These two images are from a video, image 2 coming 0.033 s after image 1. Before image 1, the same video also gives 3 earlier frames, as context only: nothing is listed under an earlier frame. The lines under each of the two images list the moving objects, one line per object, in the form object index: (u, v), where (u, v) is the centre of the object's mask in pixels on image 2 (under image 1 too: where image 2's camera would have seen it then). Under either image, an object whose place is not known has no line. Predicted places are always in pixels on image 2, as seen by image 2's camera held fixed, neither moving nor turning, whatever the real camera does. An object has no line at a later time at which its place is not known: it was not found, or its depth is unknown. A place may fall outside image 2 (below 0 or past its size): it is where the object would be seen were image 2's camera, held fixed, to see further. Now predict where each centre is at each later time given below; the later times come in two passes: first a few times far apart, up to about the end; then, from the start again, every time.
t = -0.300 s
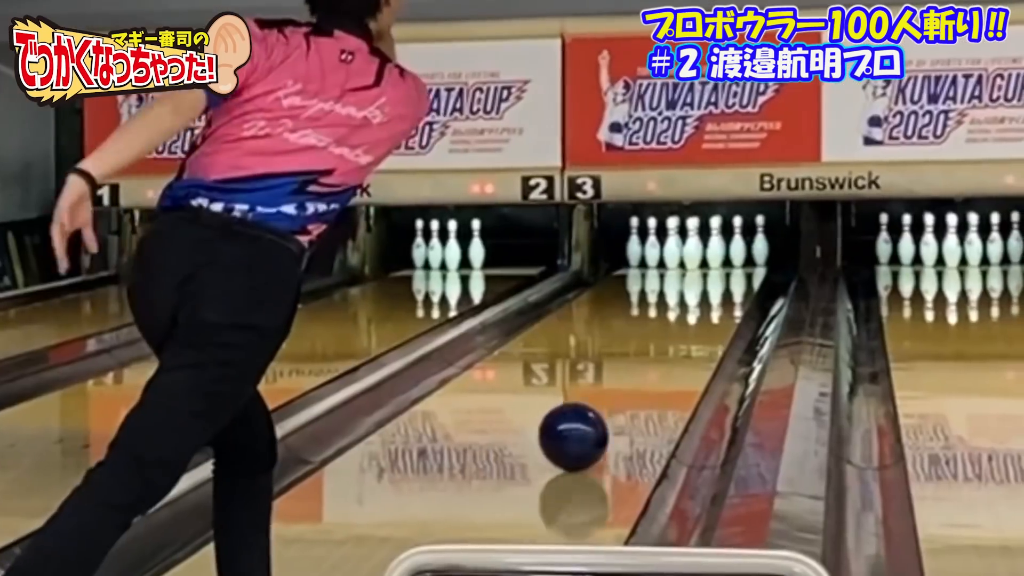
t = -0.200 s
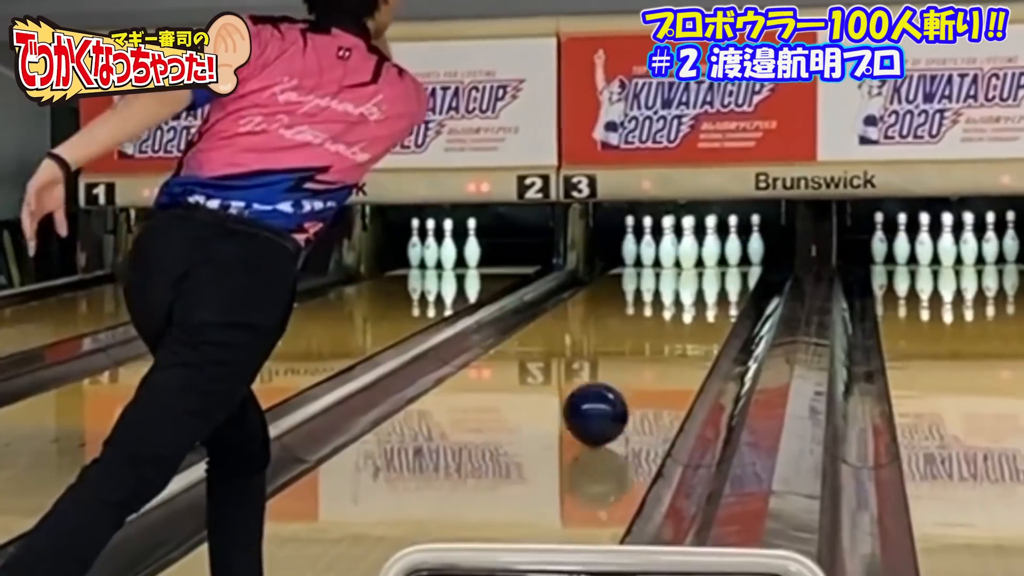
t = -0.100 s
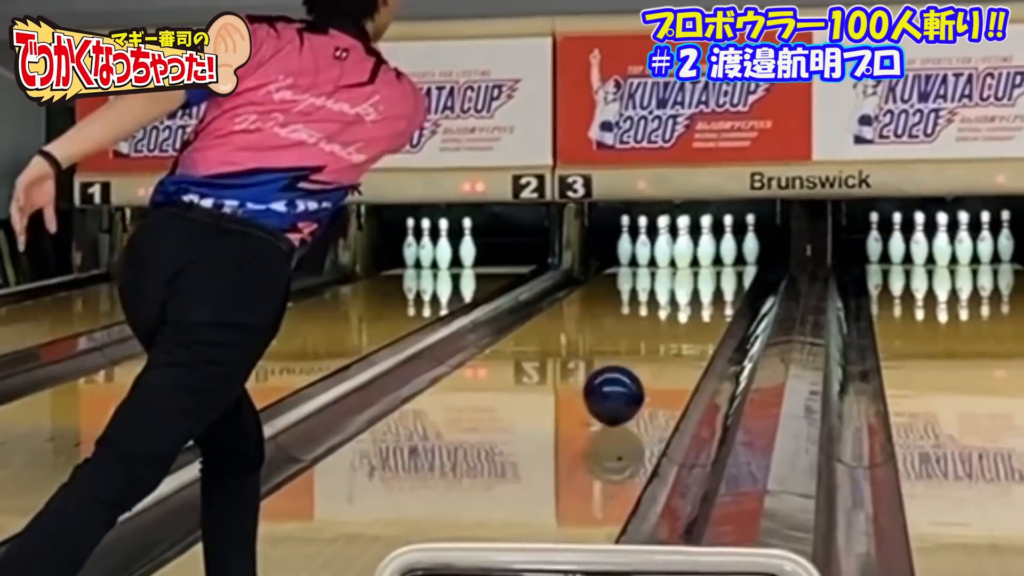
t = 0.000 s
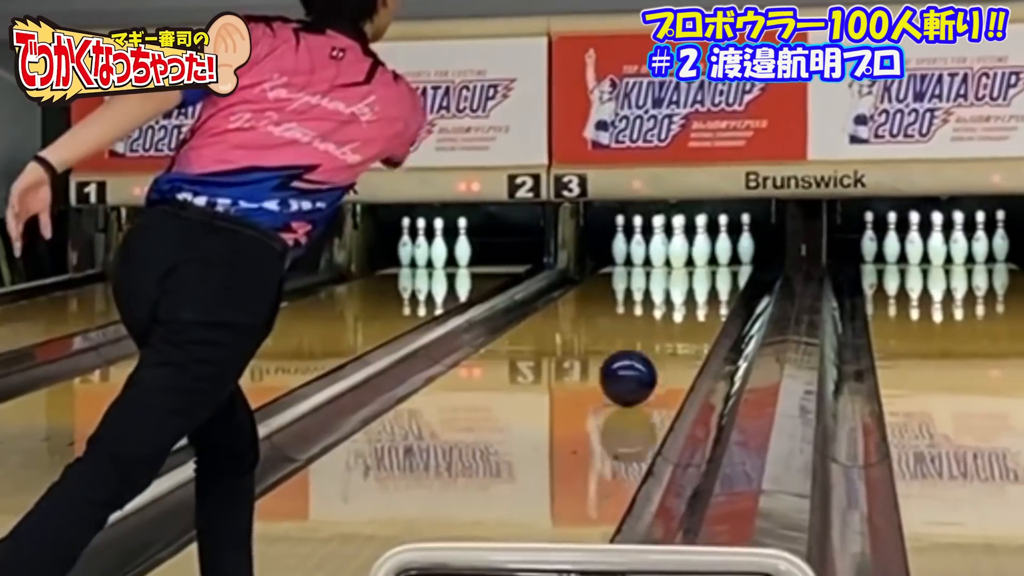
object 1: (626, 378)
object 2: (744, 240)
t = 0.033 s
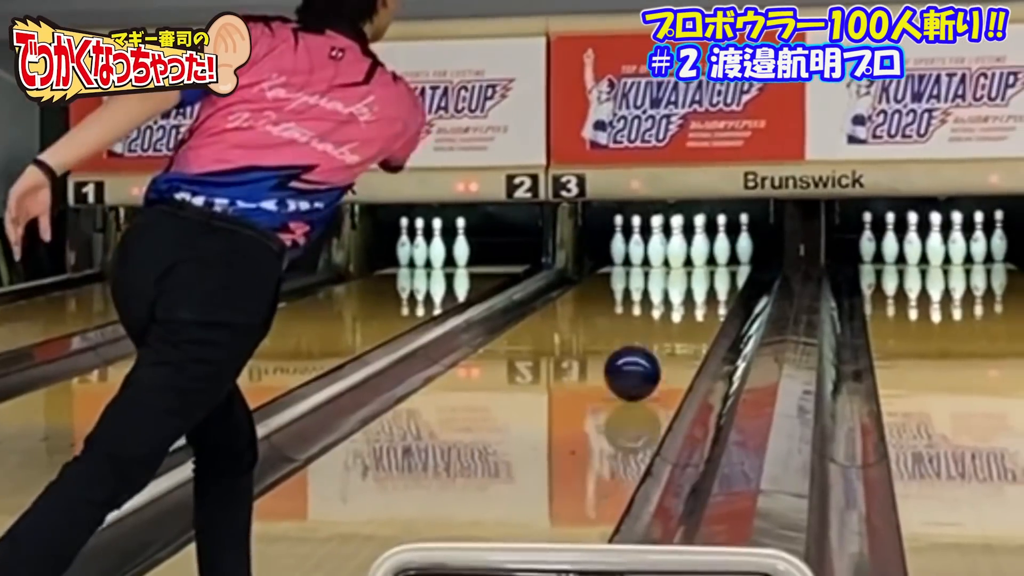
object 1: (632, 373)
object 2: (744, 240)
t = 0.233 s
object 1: (662, 346)
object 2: (744, 241)
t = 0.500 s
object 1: (689, 319)
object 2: (744, 240)
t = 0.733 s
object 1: (704, 300)
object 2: (744, 240)
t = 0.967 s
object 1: (711, 285)
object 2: (744, 240)
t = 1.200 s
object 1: (711, 272)
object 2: (744, 240)
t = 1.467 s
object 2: (744, 240)
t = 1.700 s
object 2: (744, 239)
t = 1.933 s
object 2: (733, 241)
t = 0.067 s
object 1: (638, 368)
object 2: (744, 241)
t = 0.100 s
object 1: (643, 363)
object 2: (744, 240)
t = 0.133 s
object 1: (648, 359)
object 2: (744, 240)
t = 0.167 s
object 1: (653, 354)
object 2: (744, 240)
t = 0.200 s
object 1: (658, 350)
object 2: (744, 240)
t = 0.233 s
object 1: (662, 346)
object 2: (744, 241)
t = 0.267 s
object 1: (666, 343)
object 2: (744, 240)
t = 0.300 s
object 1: (670, 339)
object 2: (744, 240)
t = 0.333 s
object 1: (674, 335)
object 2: (744, 240)
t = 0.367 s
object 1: (677, 332)
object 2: (744, 240)
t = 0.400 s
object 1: (680, 328)
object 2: (744, 241)
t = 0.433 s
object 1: (684, 325)
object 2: (744, 240)
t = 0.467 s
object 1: (686, 322)
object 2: (744, 240)
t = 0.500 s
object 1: (689, 319)
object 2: (744, 240)
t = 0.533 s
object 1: (692, 316)
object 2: (744, 240)
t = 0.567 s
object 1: (694, 313)
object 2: (744, 240)
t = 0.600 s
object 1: (697, 309)
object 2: (744, 240)
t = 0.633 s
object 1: (698, 307)
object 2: (744, 240)
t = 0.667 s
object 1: (700, 305)
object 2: (744, 240)
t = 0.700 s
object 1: (702, 302)
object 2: (744, 240)
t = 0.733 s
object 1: (704, 300)
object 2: (744, 240)
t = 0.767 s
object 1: (705, 298)
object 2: (744, 240)
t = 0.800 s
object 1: (707, 295)
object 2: (744, 240)
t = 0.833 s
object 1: (708, 293)
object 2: (744, 240)
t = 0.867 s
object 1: (709, 290)
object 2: (744, 240)
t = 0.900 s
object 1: (710, 289)
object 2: (744, 240)
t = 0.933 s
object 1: (711, 287)
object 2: (744, 240)
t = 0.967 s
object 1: (711, 285)
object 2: (744, 240)
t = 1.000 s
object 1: (712, 283)
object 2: (744, 240)
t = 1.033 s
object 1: (712, 281)
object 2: (744, 240)
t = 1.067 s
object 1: (712, 280)
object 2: (744, 240)
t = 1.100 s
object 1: (712, 278)
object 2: (744, 240)
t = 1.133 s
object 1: (711, 276)
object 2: (744, 240)
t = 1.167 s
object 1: (711, 274)
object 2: (744, 240)
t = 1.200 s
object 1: (711, 272)
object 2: (744, 240)
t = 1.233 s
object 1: (709, 270)
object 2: (744, 240)
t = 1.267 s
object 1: (708, 269)
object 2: (744, 240)
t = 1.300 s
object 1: (707, 267)
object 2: (744, 240)
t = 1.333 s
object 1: (706, 266)
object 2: (744, 240)
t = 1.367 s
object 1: (704, 265)
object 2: (744, 240)
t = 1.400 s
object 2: (744, 240)
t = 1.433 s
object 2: (744, 240)
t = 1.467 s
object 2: (744, 240)
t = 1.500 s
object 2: (744, 240)
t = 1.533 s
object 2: (744, 239)
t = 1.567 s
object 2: (744, 240)
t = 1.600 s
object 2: (744, 239)
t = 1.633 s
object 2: (744, 239)
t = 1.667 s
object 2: (744, 240)
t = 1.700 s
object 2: (744, 239)
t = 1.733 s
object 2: (745, 235)
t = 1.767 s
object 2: (742, 237)
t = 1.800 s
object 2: (742, 240)
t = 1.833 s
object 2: (743, 240)
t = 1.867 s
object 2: (742, 240)
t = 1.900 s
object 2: (736, 241)
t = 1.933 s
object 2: (733, 241)
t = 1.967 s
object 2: (728, 242)
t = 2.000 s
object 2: (724, 244)
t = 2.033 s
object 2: (720, 248)
